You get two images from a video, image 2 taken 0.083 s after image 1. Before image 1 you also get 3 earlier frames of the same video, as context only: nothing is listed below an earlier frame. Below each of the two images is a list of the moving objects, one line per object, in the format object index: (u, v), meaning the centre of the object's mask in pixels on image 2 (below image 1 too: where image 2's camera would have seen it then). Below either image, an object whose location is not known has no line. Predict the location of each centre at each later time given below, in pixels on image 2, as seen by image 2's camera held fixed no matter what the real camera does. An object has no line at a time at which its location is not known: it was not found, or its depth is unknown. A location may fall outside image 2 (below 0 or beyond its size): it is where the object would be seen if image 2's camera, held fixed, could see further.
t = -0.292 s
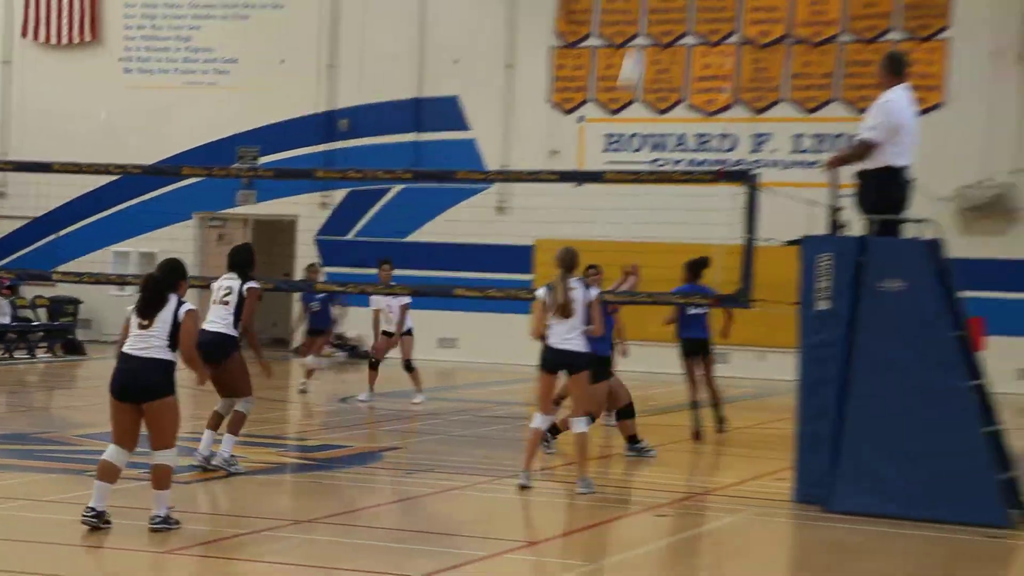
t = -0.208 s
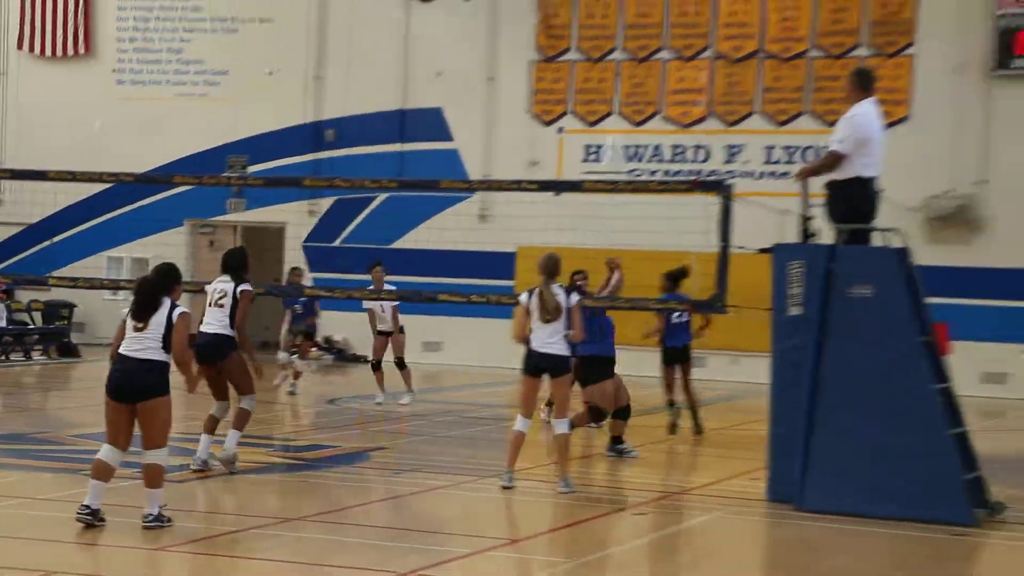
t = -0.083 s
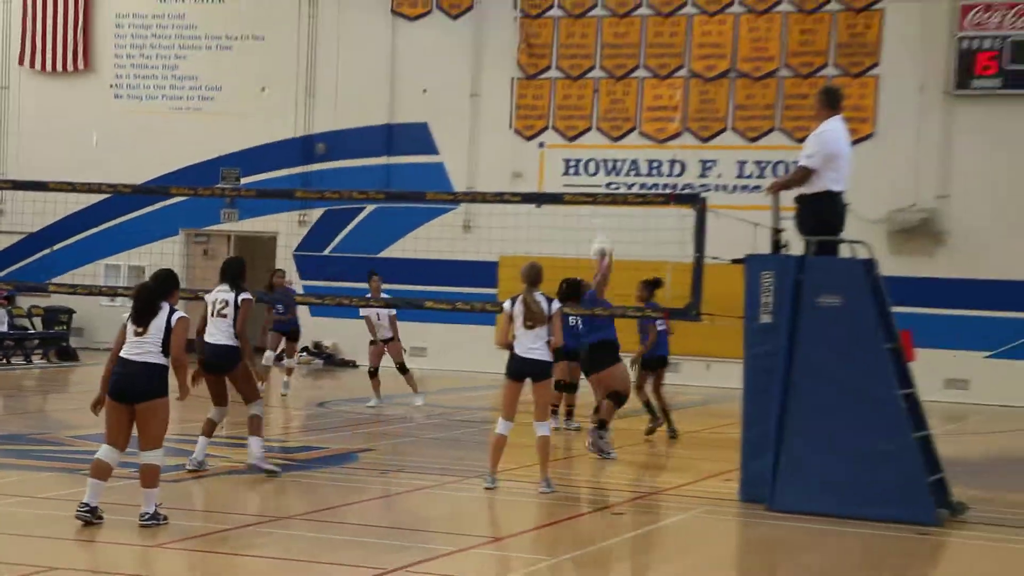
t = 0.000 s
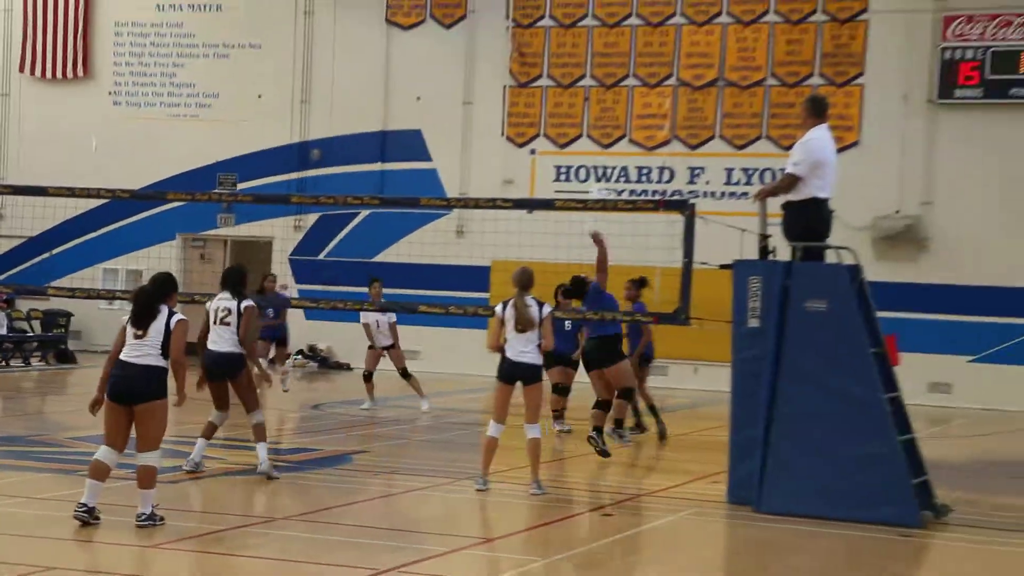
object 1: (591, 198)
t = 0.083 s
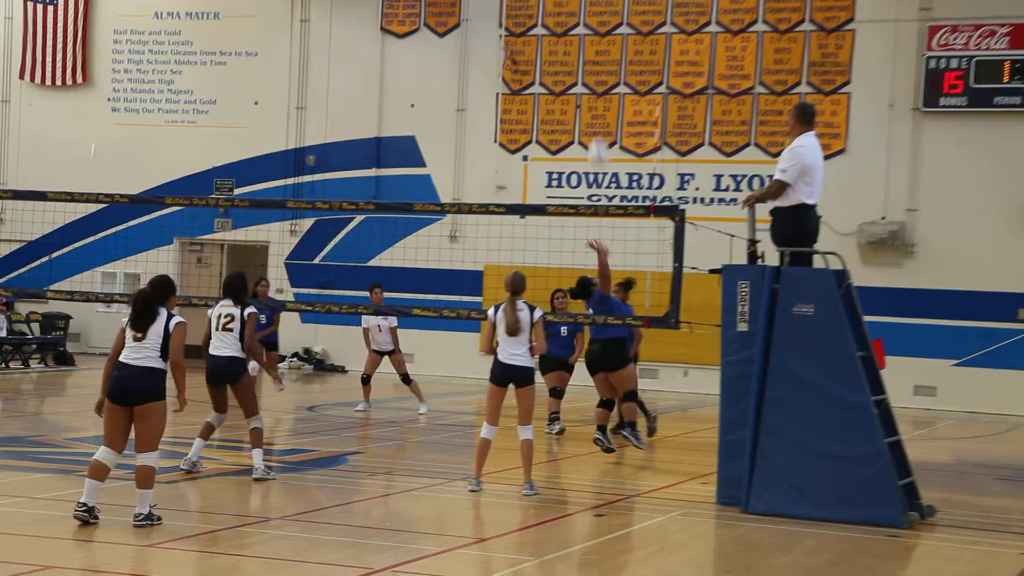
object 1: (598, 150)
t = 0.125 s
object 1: (602, 130)
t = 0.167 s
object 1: (606, 108)
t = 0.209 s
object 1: (609, 87)
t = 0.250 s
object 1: (612, 70)
